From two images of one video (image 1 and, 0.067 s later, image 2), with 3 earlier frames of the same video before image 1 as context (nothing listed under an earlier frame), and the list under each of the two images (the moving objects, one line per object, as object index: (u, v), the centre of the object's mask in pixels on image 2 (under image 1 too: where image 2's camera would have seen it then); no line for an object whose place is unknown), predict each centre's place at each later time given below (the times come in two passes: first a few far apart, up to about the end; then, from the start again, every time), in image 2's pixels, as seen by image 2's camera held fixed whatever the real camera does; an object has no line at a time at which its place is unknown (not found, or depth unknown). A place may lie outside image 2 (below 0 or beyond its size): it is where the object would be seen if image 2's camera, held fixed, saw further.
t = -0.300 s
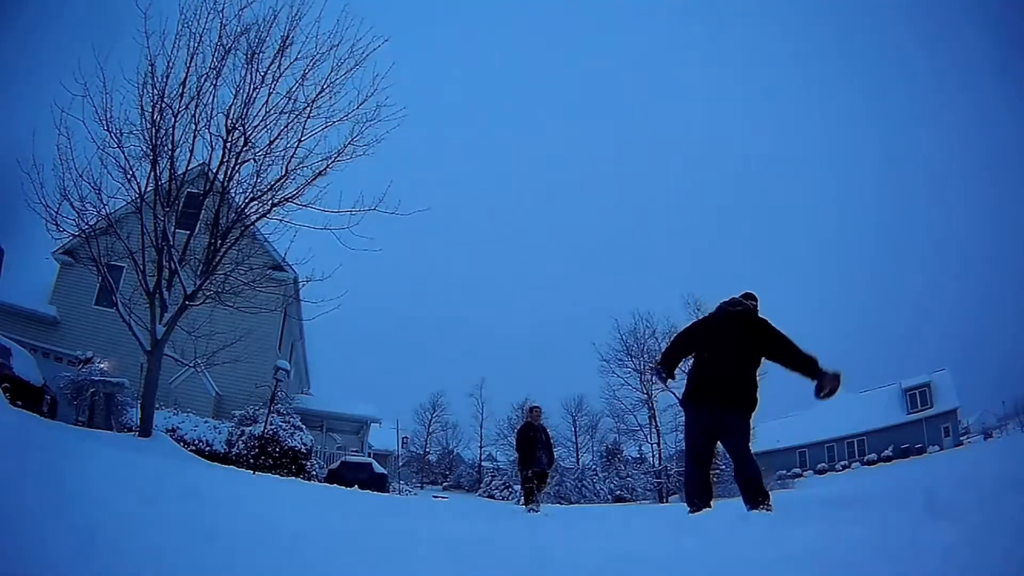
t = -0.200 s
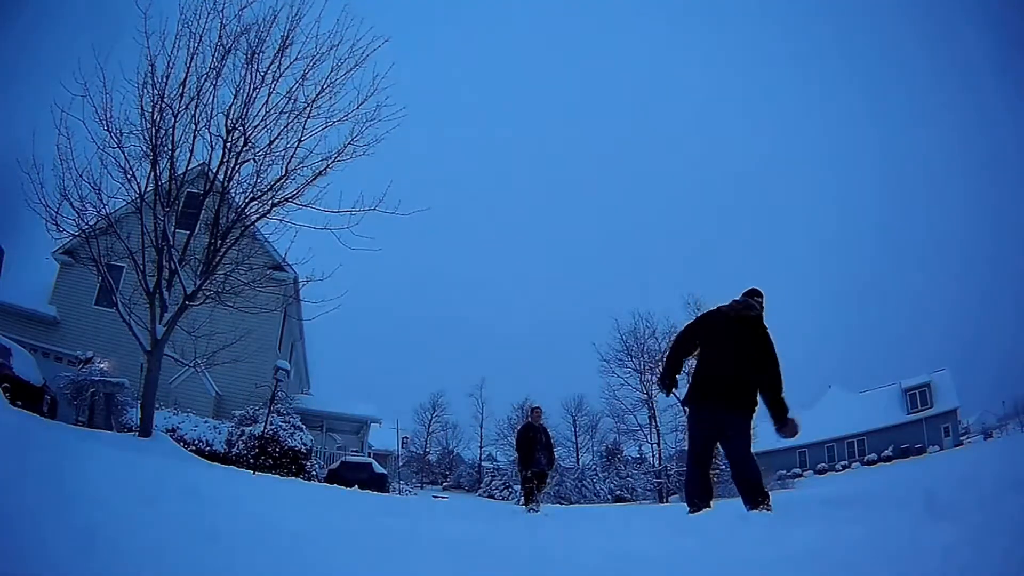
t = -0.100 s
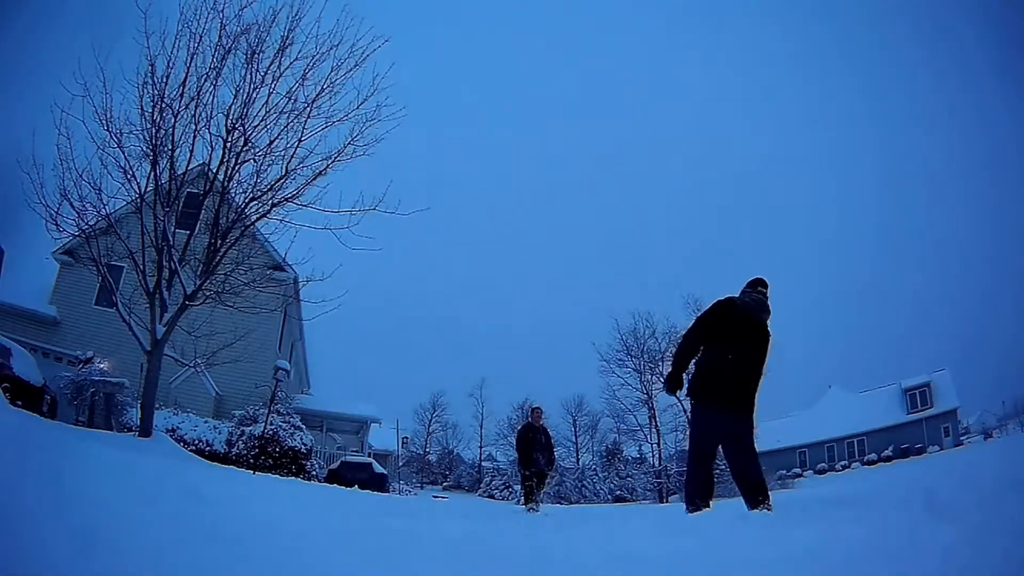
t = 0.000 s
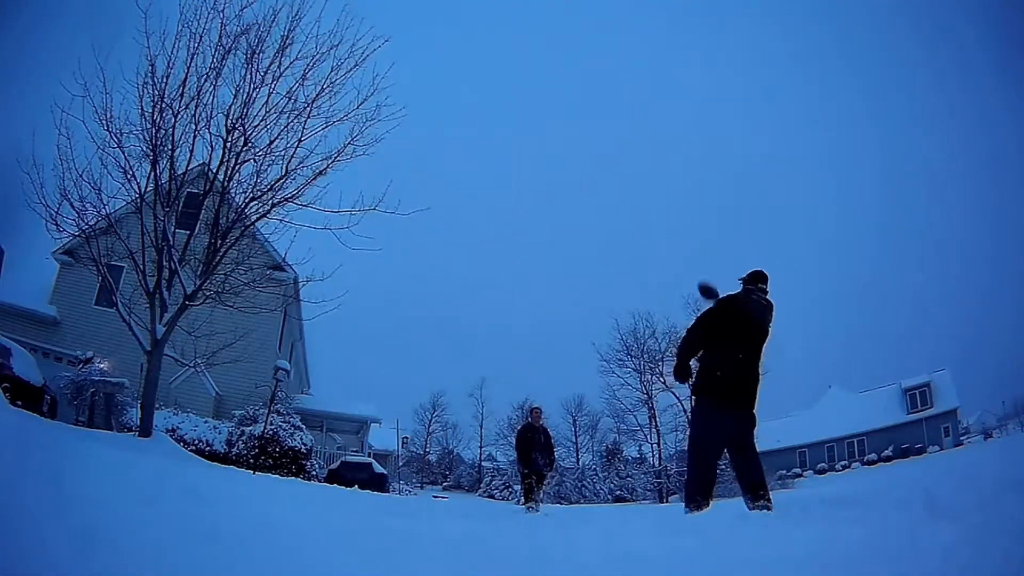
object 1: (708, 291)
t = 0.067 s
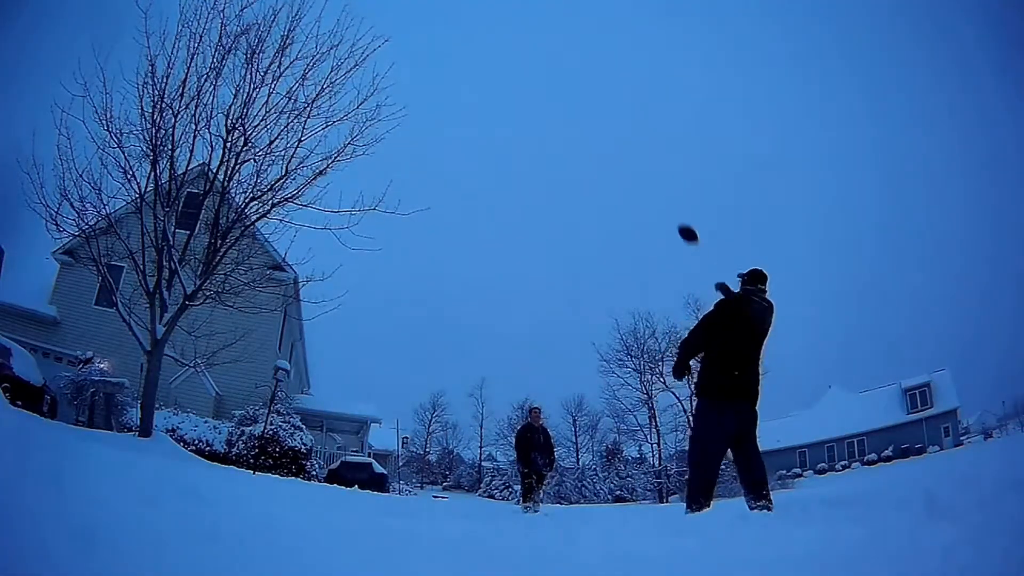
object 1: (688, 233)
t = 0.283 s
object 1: (634, 120)
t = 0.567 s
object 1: (588, 58)
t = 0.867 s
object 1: (556, 40)
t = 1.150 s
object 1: (529, 51)
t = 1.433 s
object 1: (502, 89)
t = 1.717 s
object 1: (473, 165)
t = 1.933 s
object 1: (447, 265)
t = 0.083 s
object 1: (683, 221)
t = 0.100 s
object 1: (678, 209)
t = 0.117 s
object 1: (674, 198)
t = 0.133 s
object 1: (669, 188)
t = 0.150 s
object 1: (665, 179)
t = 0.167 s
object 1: (661, 170)
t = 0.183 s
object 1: (657, 161)
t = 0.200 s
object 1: (653, 153)
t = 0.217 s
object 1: (649, 146)
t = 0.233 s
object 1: (645, 139)
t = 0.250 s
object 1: (641, 132)
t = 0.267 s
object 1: (637, 126)
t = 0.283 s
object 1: (634, 120)
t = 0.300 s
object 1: (630, 114)
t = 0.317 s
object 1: (627, 109)
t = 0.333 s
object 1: (624, 104)
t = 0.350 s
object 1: (622, 99)
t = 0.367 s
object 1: (619, 95)
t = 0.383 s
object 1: (616, 90)
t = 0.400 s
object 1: (613, 87)
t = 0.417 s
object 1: (610, 83)
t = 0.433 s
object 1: (608, 80)
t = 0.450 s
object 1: (605, 76)
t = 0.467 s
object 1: (602, 73)
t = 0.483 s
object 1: (600, 70)
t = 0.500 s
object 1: (597, 68)
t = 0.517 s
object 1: (595, 65)
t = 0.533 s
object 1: (593, 63)
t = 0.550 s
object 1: (590, 60)
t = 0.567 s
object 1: (588, 58)
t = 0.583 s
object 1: (586, 56)
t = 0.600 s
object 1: (584, 54)
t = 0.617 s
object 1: (582, 53)
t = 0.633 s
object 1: (580, 51)
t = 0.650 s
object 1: (578, 50)
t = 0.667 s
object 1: (576, 48)
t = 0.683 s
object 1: (574, 47)
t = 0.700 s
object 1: (572, 46)
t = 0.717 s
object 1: (571, 45)
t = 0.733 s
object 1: (569, 44)
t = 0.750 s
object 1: (567, 43)
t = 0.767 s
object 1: (565, 42)
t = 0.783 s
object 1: (563, 42)
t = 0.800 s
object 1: (562, 41)
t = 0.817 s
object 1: (560, 41)
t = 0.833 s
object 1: (559, 40)
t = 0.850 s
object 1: (557, 40)
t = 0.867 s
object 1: (556, 40)
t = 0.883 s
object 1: (554, 40)
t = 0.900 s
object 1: (552, 40)
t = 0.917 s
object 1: (551, 40)
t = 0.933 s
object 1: (549, 40)
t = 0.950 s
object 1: (547, 41)
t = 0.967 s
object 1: (546, 41)
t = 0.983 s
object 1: (544, 42)
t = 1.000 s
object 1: (542, 42)
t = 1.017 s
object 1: (541, 43)
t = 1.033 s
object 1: (539, 43)
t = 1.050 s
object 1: (538, 44)
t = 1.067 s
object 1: (536, 45)
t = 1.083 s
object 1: (535, 46)
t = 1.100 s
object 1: (534, 47)
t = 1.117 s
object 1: (532, 48)
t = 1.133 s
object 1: (530, 49)
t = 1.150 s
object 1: (529, 51)
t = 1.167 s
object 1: (527, 52)
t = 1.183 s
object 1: (525, 54)
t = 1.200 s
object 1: (524, 55)
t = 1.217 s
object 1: (523, 57)
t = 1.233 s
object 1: (521, 59)
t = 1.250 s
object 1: (520, 61)
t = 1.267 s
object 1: (518, 63)
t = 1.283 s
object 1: (517, 65)
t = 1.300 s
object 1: (515, 67)
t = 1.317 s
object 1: (514, 69)
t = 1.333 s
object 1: (512, 72)
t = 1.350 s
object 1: (511, 74)
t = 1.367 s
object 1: (509, 77)
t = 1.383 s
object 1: (507, 80)
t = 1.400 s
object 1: (506, 83)
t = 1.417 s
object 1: (504, 86)
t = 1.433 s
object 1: (502, 89)
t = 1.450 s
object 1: (501, 92)
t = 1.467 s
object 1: (499, 96)
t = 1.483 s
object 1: (497, 99)
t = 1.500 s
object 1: (496, 103)
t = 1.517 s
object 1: (494, 107)
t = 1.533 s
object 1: (493, 110)
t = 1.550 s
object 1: (491, 115)
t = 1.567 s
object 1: (489, 119)
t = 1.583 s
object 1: (488, 123)
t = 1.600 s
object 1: (486, 128)
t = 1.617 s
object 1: (484, 133)
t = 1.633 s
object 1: (482, 138)
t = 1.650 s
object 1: (480, 143)
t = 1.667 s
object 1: (478, 148)
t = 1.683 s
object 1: (476, 153)
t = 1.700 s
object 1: (475, 159)
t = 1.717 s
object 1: (473, 165)
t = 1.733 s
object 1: (471, 171)
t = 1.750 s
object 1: (469, 178)
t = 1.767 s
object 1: (467, 185)
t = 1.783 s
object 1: (465, 191)
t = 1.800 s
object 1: (463, 198)
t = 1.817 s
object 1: (461, 206)
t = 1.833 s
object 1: (460, 214)
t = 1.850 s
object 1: (457, 222)
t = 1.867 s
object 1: (455, 230)
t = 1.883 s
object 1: (453, 238)
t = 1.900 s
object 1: (451, 247)
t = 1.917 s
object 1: (449, 256)
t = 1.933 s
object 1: (447, 265)
